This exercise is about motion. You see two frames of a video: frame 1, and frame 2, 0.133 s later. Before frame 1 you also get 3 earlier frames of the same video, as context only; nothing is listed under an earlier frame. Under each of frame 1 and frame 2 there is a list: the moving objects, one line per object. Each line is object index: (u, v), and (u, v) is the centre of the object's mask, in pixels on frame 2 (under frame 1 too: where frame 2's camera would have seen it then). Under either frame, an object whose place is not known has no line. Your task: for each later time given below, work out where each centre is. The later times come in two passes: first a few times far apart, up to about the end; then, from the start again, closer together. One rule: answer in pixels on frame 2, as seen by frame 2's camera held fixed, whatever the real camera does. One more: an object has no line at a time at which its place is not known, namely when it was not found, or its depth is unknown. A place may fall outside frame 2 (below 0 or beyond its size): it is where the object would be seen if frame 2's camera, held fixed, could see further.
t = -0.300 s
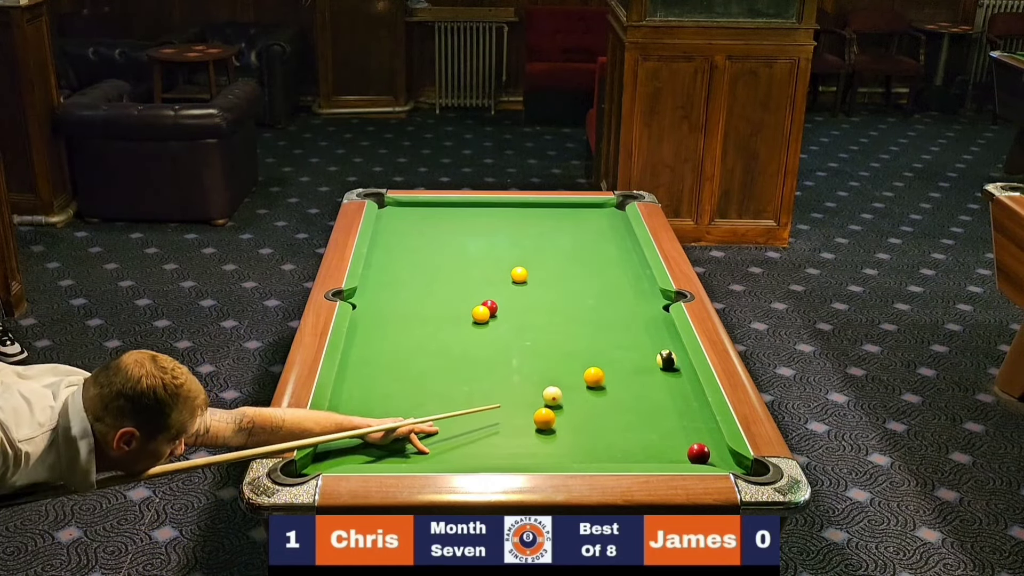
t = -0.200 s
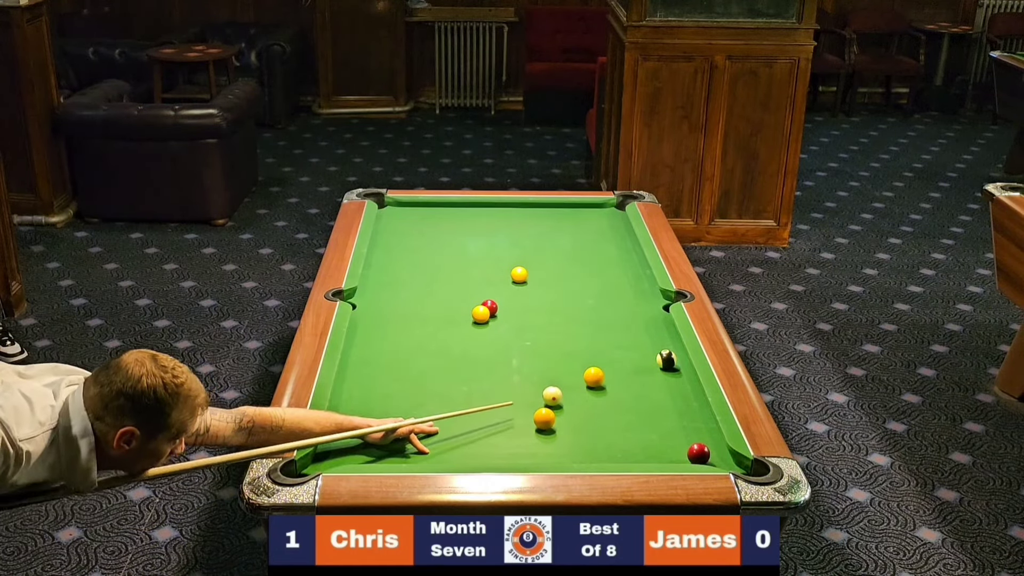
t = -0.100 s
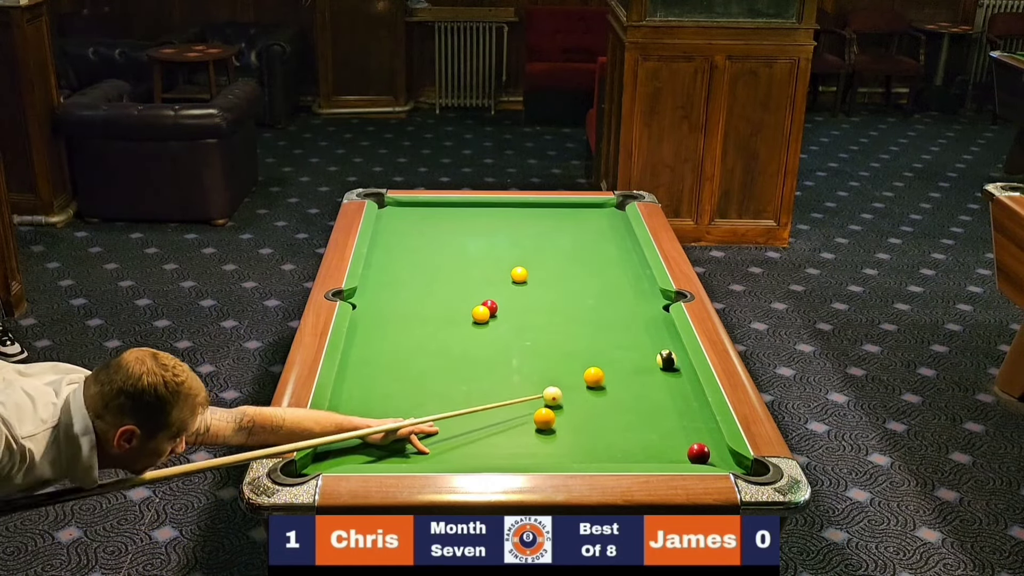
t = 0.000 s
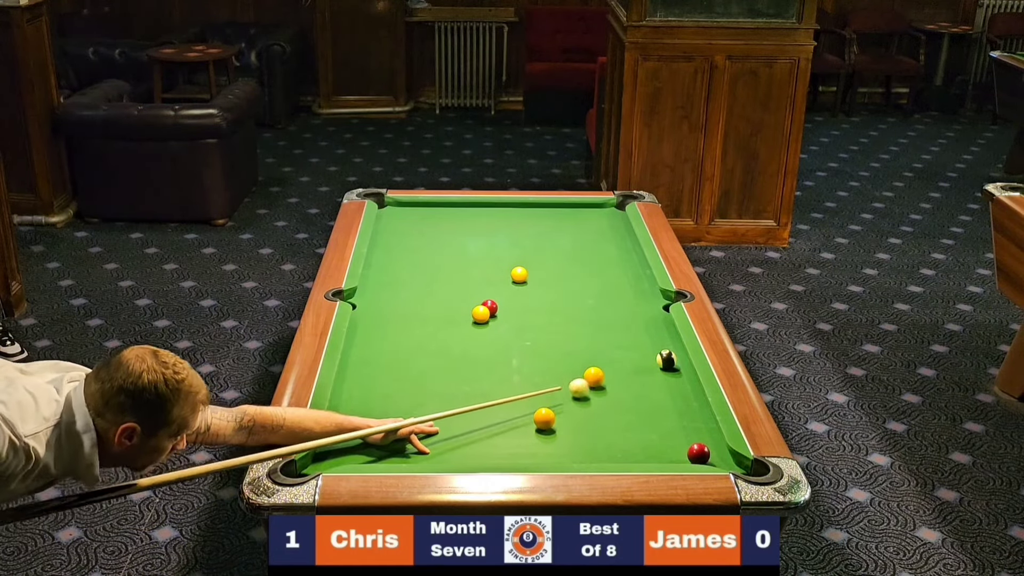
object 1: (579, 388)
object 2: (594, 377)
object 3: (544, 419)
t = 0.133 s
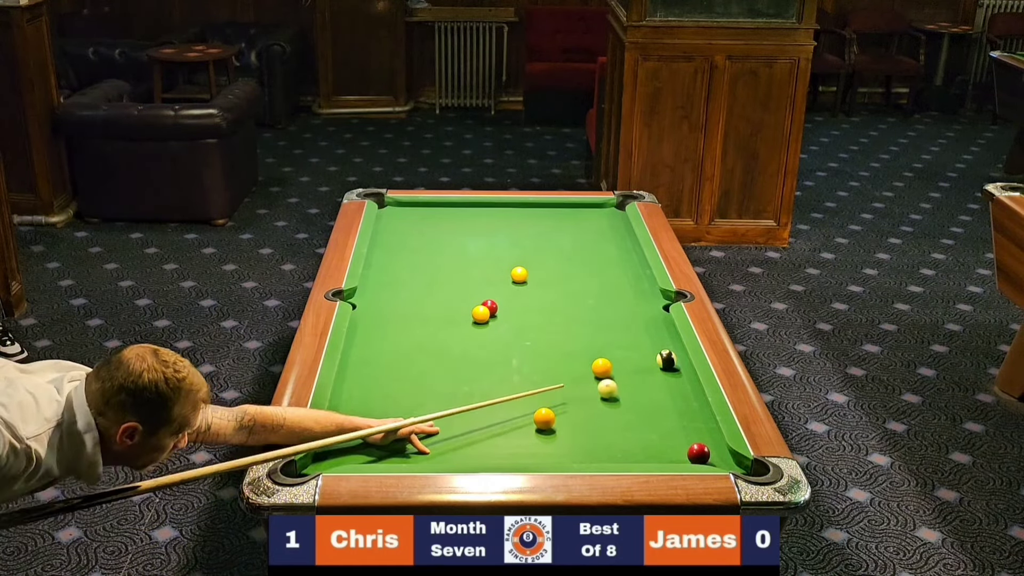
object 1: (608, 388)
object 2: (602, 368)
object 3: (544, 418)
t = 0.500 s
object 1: (678, 395)
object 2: (622, 345)
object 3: (544, 418)
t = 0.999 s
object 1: (648, 403)
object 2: (644, 319)
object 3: (544, 418)
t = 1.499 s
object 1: (595, 409)
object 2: (660, 299)
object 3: (544, 418)
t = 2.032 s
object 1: (558, 413)
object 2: (647, 298)
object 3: (538, 420)
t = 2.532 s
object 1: (554, 411)
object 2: (635, 300)
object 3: (524, 424)
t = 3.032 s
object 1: (555, 411)
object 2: (631, 300)
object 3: (519, 424)
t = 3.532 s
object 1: (555, 411)
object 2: (631, 300)
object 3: (519, 425)
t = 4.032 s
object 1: (555, 411)
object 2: (631, 300)
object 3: (519, 425)
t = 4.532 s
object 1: (555, 411)
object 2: (631, 300)
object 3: (519, 424)
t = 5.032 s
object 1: (555, 411)
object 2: (631, 300)
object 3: (519, 424)
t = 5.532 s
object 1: (555, 411)
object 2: (631, 300)
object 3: (519, 424)
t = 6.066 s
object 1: (555, 411)
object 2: (631, 300)
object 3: (519, 425)
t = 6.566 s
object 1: (555, 411)
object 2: (631, 300)
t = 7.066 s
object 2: (631, 301)
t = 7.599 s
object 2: (628, 301)
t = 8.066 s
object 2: (631, 300)
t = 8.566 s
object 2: (631, 300)
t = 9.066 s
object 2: (631, 300)
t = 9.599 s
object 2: (631, 300)
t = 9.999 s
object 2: (631, 300)
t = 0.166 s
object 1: (614, 389)
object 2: (604, 366)
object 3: (544, 419)
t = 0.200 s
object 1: (621, 390)
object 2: (606, 363)
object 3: (544, 418)
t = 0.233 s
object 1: (627, 390)
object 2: (608, 361)
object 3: (544, 419)
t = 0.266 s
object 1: (634, 391)
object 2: (610, 359)
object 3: (544, 419)
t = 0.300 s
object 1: (640, 392)
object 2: (612, 357)
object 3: (544, 419)
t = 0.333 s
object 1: (647, 392)
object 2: (614, 355)
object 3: (544, 418)
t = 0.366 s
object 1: (653, 393)
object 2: (615, 353)
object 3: (544, 419)
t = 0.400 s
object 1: (660, 393)
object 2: (617, 351)
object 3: (544, 419)
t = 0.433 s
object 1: (666, 394)
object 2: (619, 349)
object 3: (544, 419)
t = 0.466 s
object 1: (672, 394)
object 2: (621, 347)
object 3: (544, 418)
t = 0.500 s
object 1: (678, 395)
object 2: (622, 345)
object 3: (544, 418)
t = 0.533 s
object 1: (684, 395)
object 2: (624, 343)
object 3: (544, 419)
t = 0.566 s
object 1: (690, 396)
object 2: (626, 341)
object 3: (544, 419)
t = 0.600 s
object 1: (696, 396)
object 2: (627, 339)
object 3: (544, 418)
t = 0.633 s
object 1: (691, 397)
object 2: (629, 337)
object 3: (544, 419)
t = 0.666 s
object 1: (687, 398)
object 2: (630, 335)
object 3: (544, 418)
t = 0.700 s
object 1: (683, 398)
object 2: (632, 334)
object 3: (544, 418)
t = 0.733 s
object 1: (679, 399)
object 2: (633, 332)
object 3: (544, 419)
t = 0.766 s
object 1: (675, 399)
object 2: (635, 330)
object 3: (544, 418)
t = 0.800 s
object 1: (671, 400)
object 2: (636, 329)
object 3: (544, 419)
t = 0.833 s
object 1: (667, 401)
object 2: (637, 327)
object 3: (544, 419)
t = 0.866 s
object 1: (663, 401)
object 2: (639, 325)
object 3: (544, 418)
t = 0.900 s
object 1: (659, 401)
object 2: (640, 324)
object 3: (544, 419)
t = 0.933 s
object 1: (655, 402)
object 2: (642, 322)
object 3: (544, 418)
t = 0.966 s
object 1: (652, 402)
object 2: (643, 321)
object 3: (544, 419)
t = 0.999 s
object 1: (648, 403)
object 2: (644, 319)
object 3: (544, 418)
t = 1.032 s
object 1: (644, 403)
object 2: (645, 317)
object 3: (544, 418)
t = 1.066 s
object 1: (641, 404)
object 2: (646, 316)
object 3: (544, 418)
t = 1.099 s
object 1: (637, 404)
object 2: (648, 315)
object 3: (544, 418)
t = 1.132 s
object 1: (633, 405)
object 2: (648, 313)
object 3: (544, 418)
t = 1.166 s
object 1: (629, 405)
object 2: (650, 312)
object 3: (544, 418)
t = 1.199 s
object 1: (626, 406)
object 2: (651, 310)
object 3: (544, 418)
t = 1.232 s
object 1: (623, 406)
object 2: (652, 309)
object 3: (544, 418)
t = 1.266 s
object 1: (619, 407)
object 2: (653, 307)
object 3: (544, 419)
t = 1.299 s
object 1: (616, 407)
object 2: (654, 306)
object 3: (544, 418)
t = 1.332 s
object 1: (612, 407)
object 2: (655, 305)
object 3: (544, 418)
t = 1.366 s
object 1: (609, 408)
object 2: (656, 304)
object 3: (544, 418)
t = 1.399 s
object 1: (605, 408)
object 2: (657, 302)
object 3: (544, 419)
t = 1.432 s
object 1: (602, 409)
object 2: (658, 301)
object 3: (544, 419)
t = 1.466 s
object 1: (599, 409)
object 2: (659, 300)
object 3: (544, 419)
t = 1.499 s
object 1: (595, 409)
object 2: (660, 299)
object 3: (544, 418)
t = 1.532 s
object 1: (592, 410)
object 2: (660, 297)
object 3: (544, 418)
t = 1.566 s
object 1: (589, 411)
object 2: (661, 296)
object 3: (544, 418)
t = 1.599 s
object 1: (586, 411)
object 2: (662, 295)
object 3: (544, 419)
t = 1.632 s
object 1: (583, 411)
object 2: (661, 295)
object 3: (544, 418)
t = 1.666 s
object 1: (580, 411)
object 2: (660, 295)
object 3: (544, 418)
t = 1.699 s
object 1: (577, 412)
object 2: (659, 295)
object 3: (544, 418)
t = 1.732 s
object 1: (574, 412)
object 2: (657, 296)
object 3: (544, 418)
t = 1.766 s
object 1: (571, 412)
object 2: (656, 296)
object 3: (544, 419)
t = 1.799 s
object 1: (568, 412)
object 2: (655, 296)
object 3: (544, 418)
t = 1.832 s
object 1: (565, 413)
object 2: (654, 297)
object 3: (544, 419)
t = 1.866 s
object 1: (563, 413)
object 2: (653, 297)
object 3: (544, 419)
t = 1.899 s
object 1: (561, 413)
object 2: (652, 297)
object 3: (543, 419)
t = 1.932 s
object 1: (561, 413)
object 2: (650, 297)
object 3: (542, 419)
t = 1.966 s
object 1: (560, 413)
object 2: (649, 297)
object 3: (541, 420)
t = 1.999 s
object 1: (559, 413)
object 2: (648, 297)
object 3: (540, 420)
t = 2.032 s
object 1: (558, 413)
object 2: (647, 298)
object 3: (538, 420)
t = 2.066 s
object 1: (557, 413)
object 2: (646, 298)
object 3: (537, 421)
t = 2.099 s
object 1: (557, 413)
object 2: (645, 298)
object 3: (536, 421)
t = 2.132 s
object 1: (556, 412)
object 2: (644, 298)
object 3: (535, 421)
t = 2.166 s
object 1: (556, 412)
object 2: (643, 298)
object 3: (534, 422)
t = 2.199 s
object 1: (556, 412)
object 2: (642, 299)
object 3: (533, 422)
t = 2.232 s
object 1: (555, 412)
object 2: (642, 299)
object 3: (531, 422)
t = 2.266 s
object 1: (555, 412)
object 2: (641, 299)
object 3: (531, 422)
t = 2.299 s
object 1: (555, 412)
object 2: (640, 299)
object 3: (530, 423)
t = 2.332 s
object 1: (555, 411)
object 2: (639, 299)
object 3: (529, 423)
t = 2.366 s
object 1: (554, 411)
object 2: (638, 299)
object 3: (528, 423)
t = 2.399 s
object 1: (554, 411)
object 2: (638, 299)
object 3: (527, 423)
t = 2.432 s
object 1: (554, 411)
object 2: (637, 299)
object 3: (526, 423)
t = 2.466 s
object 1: (554, 411)
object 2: (636, 300)
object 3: (525, 423)
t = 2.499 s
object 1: (554, 411)
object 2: (636, 300)
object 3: (525, 423)
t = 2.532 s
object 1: (554, 411)
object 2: (635, 300)
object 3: (524, 424)
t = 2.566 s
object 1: (554, 411)
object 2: (635, 300)
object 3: (523, 424)
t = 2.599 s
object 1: (554, 411)
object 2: (634, 300)
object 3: (523, 424)
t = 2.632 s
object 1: (555, 411)
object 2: (634, 300)
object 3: (522, 424)
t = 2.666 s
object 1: (554, 411)
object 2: (633, 300)
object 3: (522, 424)
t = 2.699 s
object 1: (554, 411)
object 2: (633, 300)
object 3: (521, 424)
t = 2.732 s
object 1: (554, 411)
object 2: (633, 300)
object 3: (521, 424)
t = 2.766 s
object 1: (555, 411)
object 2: (632, 300)
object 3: (520, 424)
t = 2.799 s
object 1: (555, 411)
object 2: (632, 300)
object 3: (520, 424)
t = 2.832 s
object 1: (555, 411)
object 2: (632, 300)
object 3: (520, 424)
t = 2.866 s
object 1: (555, 411)
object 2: (632, 300)
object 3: (519, 424)
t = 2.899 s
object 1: (554, 411)
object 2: (631, 300)
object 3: (519, 424)
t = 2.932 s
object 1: (555, 411)
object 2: (631, 300)
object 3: (519, 424)
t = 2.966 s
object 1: (555, 411)
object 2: (631, 300)
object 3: (519, 424)
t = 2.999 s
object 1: (555, 411)
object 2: (631, 301)
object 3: (519, 424)
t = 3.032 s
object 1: (555, 411)
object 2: (631, 300)
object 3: (519, 424)
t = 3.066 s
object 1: (555, 411)
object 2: (631, 301)
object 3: (519, 425)
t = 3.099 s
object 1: (555, 411)
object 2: (631, 301)
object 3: (519, 425)
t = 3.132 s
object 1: (555, 411)
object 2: (631, 301)
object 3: (519, 425)
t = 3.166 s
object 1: (555, 411)
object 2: (631, 301)
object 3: (519, 425)
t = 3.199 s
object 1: (555, 411)
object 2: (631, 300)
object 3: (519, 424)
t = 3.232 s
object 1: (555, 411)
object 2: (631, 300)
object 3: (519, 424)
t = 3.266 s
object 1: (555, 411)
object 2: (631, 300)
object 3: (519, 424)
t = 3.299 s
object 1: (555, 411)
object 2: (631, 300)
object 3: (519, 424)
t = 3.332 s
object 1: (555, 411)
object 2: (631, 300)
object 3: (519, 424)
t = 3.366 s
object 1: (555, 411)
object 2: (631, 300)
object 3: (519, 425)
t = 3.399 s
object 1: (555, 411)
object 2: (631, 300)
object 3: (519, 425)
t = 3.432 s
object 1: (555, 411)
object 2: (631, 300)
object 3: (519, 425)
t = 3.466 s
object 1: (555, 411)
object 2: (631, 300)
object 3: (519, 424)
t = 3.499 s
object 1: (555, 411)
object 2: (631, 300)
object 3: (519, 424)
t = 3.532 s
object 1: (555, 411)
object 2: (631, 300)
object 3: (519, 425)
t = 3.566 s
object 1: (555, 411)
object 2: (631, 300)
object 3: (519, 425)
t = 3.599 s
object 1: (555, 411)
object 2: (631, 300)
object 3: (519, 425)
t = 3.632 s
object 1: (555, 411)
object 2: (631, 300)
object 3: (519, 425)
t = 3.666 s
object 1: (555, 411)
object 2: (631, 300)
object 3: (519, 425)
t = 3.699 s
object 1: (555, 411)
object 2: (631, 300)
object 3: (519, 425)
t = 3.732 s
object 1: (555, 411)
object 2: (631, 300)
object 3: (519, 425)
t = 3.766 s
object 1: (555, 411)
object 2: (631, 300)
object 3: (519, 425)
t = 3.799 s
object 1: (555, 411)
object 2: (631, 300)
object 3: (519, 425)
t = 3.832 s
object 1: (555, 411)
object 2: (631, 300)
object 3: (519, 425)
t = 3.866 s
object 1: (555, 411)
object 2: (631, 300)
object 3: (519, 425)
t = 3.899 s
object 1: (555, 411)
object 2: (631, 300)
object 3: (519, 425)
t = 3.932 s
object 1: (555, 411)
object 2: (631, 300)
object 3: (519, 425)
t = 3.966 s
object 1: (555, 411)
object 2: (631, 300)
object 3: (519, 425)
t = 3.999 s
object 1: (555, 411)
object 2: (631, 300)
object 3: (519, 425)
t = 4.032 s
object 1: (555, 411)
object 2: (631, 300)
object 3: (519, 425)
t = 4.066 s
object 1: (555, 411)
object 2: (631, 300)
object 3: (519, 425)
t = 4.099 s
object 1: (555, 411)
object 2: (631, 300)
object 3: (519, 424)
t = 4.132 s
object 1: (555, 411)
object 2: (631, 300)
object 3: (519, 424)
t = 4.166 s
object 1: (555, 411)
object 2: (631, 300)
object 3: (519, 424)
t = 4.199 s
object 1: (555, 411)
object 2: (631, 300)
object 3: (519, 424)
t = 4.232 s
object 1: (555, 411)
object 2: (631, 300)
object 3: (519, 424)
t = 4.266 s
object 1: (555, 411)
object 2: (631, 300)
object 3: (519, 425)
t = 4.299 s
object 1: (555, 411)
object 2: (631, 300)
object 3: (519, 424)
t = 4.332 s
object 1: (555, 411)
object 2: (631, 300)
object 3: (519, 425)
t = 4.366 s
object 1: (555, 411)
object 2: (631, 300)
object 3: (519, 424)
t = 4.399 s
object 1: (555, 411)
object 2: (631, 300)
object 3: (519, 424)
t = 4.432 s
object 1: (555, 411)
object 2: (631, 300)
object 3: (519, 424)
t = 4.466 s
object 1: (555, 411)
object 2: (631, 300)
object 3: (519, 424)
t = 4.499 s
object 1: (555, 411)
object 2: (631, 300)
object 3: (519, 424)
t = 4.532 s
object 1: (555, 411)
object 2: (631, 300)
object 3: (519, 424)
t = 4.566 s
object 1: (555, 411)
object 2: (631, 300)
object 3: (519, 424)
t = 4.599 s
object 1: (555, 411)
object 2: (631, 300)
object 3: (519, 424)
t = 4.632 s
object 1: (555, 411)
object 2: (631, 300)
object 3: (519, 424)
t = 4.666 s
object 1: (555, 411)
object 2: (631, 300)
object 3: (519, 424)
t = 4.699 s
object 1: (555, 411)
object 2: (631, 300)
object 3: (519, 424)
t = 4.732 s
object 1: (555, 411)
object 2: (631, 300)
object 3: (519, 424)
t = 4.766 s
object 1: (555, 411)
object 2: (631, 300)
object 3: (519, 424)
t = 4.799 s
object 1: (555, 411)
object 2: (631, 300)
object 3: (519, 424)
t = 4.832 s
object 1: (555, 411)
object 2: (631, 300)
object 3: (519, 425)
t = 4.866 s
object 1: (555, 411)
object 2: (631, 300)
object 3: (519, 424)
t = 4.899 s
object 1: (555, 411)
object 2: (631, 300)
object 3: (519, 424)
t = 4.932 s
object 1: (555, 411)
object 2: (631, 300)
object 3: (519, 424)
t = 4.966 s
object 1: (555, 411)
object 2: (631, 300)
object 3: (519, 424)
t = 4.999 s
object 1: (555, 411)
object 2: (631, 300)
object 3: (519, 424)
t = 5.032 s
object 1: (555, 411)
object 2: (631, 300)
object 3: (519, 424)
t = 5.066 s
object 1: (555, 411)
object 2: (631, 300)
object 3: (519, 424)
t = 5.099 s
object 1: (555, 411)
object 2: (631, 300)
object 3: (519, 424)
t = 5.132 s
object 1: (555, 411)
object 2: (631, 300)
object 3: (519, 424)
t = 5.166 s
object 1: (555, 411)
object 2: (631, 300)
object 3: (519, 425)
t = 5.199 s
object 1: (555, 411)
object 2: (631, 300)
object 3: (519, 425)
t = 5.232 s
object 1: (555, 411)
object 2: (631, 300)
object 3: (519, 424)
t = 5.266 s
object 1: (555, 411)
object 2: (631, 300)
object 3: (519, 424)
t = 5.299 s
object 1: (555, 411)
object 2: (631, 300)
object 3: (519, 424)
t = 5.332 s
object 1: (555, 411)
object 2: (631, 300)
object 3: (519, 424)
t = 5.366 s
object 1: (555, 411)
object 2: (631, 300)
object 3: (519, 424)
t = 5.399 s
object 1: (555, 411)
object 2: (631, 300)
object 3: (519, 424)
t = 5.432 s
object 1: (555, 411)
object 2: (631, 300)
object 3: (519, 424)
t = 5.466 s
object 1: (555, 411)
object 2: (631, 300)
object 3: (519, 424)
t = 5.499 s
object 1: (555, 411)
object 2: (631, 300)
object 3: (519, 424)
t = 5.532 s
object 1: (555, 411)
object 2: (631, 300)
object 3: (519, 424)
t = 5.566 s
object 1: (555, 411)
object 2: (631, 300)
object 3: (519, 424)
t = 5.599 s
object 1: (555, 411)
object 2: (631, 300)
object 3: (519, 424)
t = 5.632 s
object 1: (555, 411)
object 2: (631, 300)
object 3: (519, 424)
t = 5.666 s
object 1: (555, 411)
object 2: (631, 300)
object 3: (519, 424)
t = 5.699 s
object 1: (555, 411)
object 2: (631, 300)
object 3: (519, 424)
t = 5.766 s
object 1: (555, 411)
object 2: (631, 300)
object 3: (519, 424)
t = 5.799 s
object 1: (555, 411)
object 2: (631, 300)
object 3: (519, 424)
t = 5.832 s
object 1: (555, 411)
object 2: (631, 300)
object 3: (519, 424)
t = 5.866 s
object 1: (555, 411)
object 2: (631, 300)
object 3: (519, 424)
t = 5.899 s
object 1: (555, 411)
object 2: (631, 300)
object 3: (519, 424)
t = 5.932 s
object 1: (555, 411)
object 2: (631, 300)
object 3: (519, 424)
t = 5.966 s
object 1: (555, 411)
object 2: (631, 300)
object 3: (519, 424)
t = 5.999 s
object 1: (555, 411)
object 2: (631, 300)
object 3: (519, 424)
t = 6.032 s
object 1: (555, 411)
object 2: (631, 300)
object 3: (519, 424)
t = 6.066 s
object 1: (555, 411)
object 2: (631, 300)
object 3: (519, 425)
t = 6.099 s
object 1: (555, 411)
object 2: (631, 301)
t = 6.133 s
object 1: (555, 411)
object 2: (631, 300)
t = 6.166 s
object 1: (555, 411)
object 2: (631, 301)
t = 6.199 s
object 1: (555, 411)
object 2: (631, 300)
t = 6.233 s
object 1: (555, 411)
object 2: (631, 300)
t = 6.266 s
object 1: (555, 411)
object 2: (631, 300)
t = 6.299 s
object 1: (555, 411)
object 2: (631, 300)
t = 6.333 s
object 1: (555, 411)
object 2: (631, 300)
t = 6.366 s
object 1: (555, 411)
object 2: (631, 300)
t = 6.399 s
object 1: (555, 411)
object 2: (631, 300)
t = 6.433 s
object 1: (555, 411)
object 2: (631, 300)
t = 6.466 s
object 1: (555, 411)
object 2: (631, 300)
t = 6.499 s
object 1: (555, 411)
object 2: (631, 300)
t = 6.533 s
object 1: (555, 411)
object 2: (631, 300)
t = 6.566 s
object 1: (555, 411)
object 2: (631, 300)
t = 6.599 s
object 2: (631, 300)
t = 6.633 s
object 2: (631, 301)
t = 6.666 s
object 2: (631, 300)
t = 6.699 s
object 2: (631, 300)
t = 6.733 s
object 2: (631, 300)
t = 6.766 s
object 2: (631, 300)
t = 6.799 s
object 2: (631, 301)
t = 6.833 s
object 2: (631, 300)
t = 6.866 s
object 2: (631, 300)
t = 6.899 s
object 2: (631, 300)
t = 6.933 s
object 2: (631, 300)
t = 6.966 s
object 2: (631, 300)
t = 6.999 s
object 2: (631, 300)
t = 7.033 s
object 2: (631, 301)
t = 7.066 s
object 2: (631, 301)
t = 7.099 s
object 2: (631, 300)
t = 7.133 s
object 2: (631, 301)
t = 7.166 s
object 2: (631, 301)
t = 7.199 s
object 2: (631, 301)
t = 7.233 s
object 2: (631, 301)
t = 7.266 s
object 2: (631, 301)
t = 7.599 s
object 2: (628, 301)
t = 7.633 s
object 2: (631, 301)
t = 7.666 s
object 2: (631, 300)
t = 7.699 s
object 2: (631, 300)
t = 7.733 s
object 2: (631, 300)
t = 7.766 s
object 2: (631, 300)
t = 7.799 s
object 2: (631, 300)
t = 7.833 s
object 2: (631, 300)
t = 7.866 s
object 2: (631, 300)
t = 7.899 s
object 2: (631, 300)
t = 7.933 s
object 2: (631, 300)
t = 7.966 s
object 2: (631, 300)
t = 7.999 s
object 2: (631, 300)
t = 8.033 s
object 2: (631, 300)
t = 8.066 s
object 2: (631, 300)
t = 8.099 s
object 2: (631, 300)
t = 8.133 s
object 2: (631, 300)
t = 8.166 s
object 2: (631, 300)
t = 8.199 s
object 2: (631, 300)
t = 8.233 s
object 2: (631, 300)
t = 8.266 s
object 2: (631, 300)
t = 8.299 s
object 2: (631, 300)
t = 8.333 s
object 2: (631, 300)
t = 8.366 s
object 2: (631, 300)
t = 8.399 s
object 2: (631, 300)
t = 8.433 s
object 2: (631, 300)
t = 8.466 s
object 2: (631, 300)
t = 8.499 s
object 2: (631, 300)
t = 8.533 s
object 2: (631, 300)
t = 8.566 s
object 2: (631, 300)
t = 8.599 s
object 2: (631, 300)
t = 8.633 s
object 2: (631, 300)
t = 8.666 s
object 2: (631, 300)
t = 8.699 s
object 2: (631, 300)
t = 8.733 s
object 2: (631, 300)
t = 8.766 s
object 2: (631, 300)
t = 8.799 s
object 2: (631, 300)
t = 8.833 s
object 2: (631, 300)
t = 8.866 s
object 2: (631, 300)
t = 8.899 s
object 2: (631, 300)
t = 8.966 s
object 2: (631, 300)
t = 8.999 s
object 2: (631, 300)
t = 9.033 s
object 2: (631, 300)
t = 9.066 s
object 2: (631, 300)
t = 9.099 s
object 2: (631, 300)
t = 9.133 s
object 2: (631, 300)
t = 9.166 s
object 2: (631, 300)
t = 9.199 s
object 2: (631, 300)
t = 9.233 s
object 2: (631, 300)
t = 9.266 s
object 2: (631, 300)
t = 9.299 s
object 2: (631, 300)
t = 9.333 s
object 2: (631, 300)
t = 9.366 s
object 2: (631, 300)
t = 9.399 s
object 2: (631, 300)
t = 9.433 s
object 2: (631, 300)
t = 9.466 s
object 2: (631, 300)
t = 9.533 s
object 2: (631, 300)
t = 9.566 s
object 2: (631, 300)
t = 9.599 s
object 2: (631, 300)
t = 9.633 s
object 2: (631, 300)
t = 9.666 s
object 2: (631, 300)
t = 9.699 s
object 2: (631, 300)
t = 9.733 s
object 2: (631, 300)
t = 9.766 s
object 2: (631, 300)
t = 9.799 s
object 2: (631, 300)
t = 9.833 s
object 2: (631, 300)
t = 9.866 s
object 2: (631, 300)
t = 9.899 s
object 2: (631, 300)
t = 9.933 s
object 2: (631, 300)
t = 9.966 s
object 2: (631, 300)
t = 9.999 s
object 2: (631, 300)
